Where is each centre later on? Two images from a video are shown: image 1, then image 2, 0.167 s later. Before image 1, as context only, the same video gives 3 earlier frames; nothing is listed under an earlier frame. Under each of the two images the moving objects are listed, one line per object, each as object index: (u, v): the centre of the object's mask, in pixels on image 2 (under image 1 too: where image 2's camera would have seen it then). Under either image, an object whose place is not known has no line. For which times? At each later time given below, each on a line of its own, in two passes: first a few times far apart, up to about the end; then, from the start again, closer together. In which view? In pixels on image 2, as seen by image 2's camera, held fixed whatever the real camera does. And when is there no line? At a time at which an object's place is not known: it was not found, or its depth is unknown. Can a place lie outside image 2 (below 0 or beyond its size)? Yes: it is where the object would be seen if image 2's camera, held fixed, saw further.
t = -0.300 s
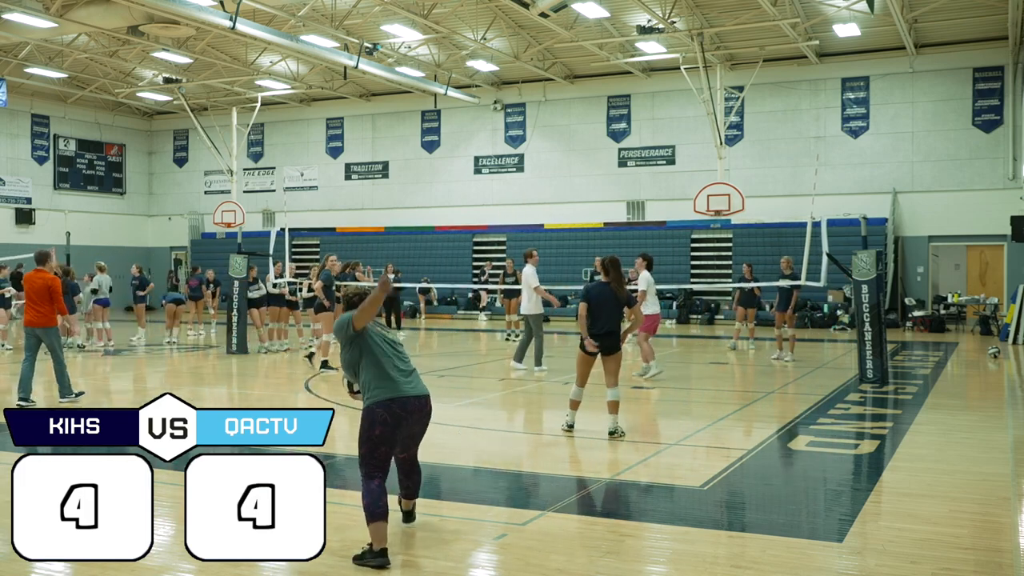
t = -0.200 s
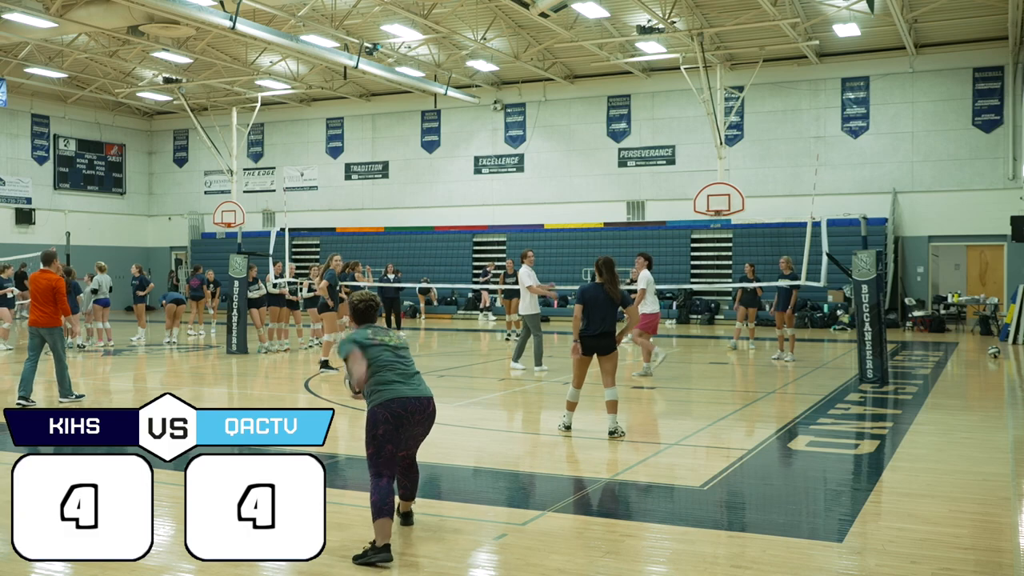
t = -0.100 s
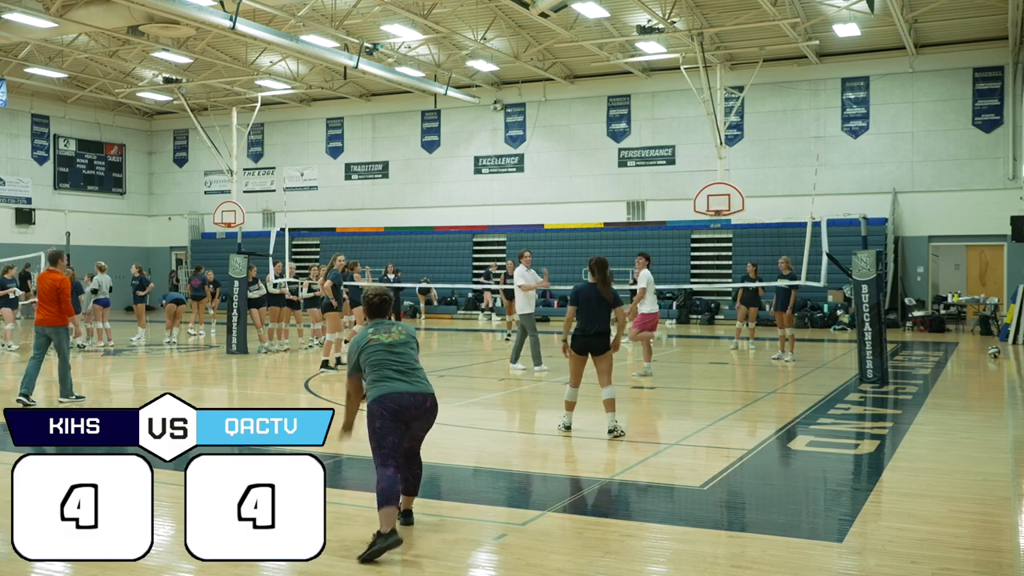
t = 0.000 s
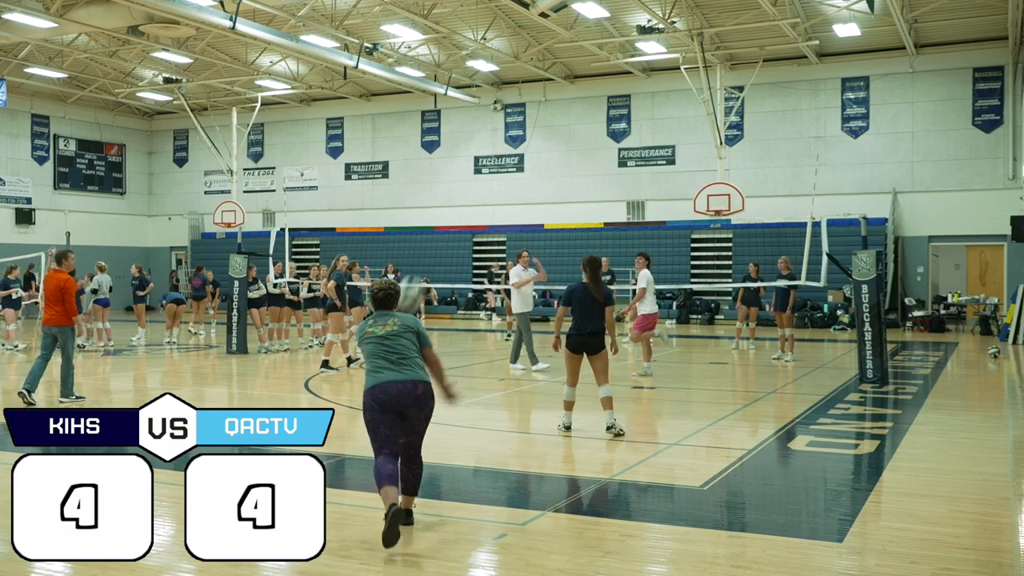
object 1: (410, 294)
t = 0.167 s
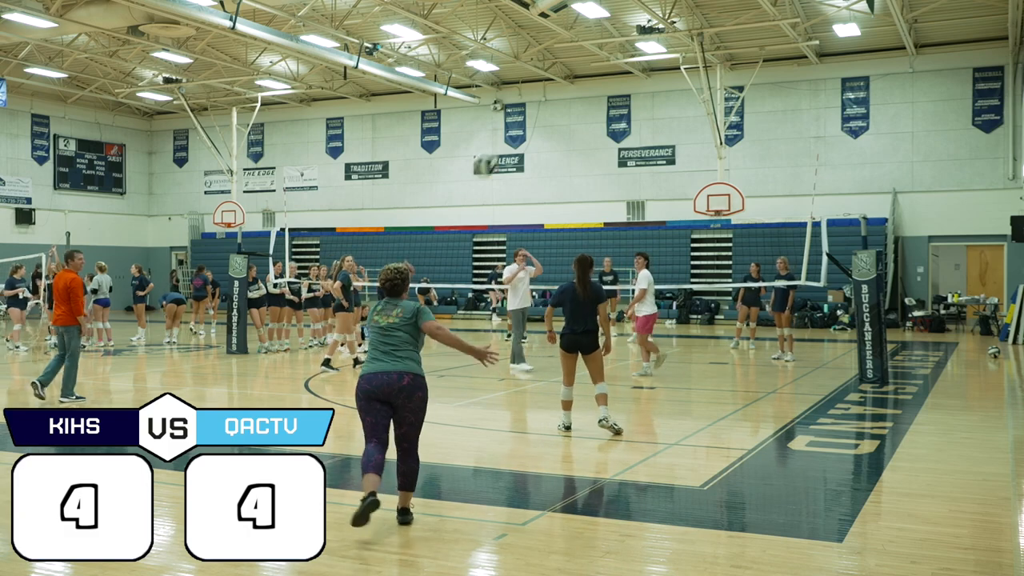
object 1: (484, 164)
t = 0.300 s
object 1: (530, 110)
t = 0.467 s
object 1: (574, 84)
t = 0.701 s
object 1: (618, 92)
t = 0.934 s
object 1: (652, 131)
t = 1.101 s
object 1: (673, 176)
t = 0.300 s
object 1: (530, 110)
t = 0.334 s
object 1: (539, 102)
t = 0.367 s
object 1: (548, 95)
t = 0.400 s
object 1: (559, 89)
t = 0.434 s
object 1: (566, 86)
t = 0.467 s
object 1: (574, 84)
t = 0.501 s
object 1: (581, 81)
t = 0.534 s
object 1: (588, 81)
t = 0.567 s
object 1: (594, 81)
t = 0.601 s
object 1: (600, 82)
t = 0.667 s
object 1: (612, 87)
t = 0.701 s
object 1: (618, 92)
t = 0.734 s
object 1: (624, 94)
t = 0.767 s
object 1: (628, 99)
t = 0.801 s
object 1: (634, 104)
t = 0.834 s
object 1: (638, 110)
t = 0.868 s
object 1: (644, 117)
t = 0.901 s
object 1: (648, 124)
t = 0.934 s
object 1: (652, 131)
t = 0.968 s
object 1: (657, 139)
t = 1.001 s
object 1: (661, 147)
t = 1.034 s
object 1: (663, 155)
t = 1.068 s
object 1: (669, 165)
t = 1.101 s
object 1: (673, 176)
